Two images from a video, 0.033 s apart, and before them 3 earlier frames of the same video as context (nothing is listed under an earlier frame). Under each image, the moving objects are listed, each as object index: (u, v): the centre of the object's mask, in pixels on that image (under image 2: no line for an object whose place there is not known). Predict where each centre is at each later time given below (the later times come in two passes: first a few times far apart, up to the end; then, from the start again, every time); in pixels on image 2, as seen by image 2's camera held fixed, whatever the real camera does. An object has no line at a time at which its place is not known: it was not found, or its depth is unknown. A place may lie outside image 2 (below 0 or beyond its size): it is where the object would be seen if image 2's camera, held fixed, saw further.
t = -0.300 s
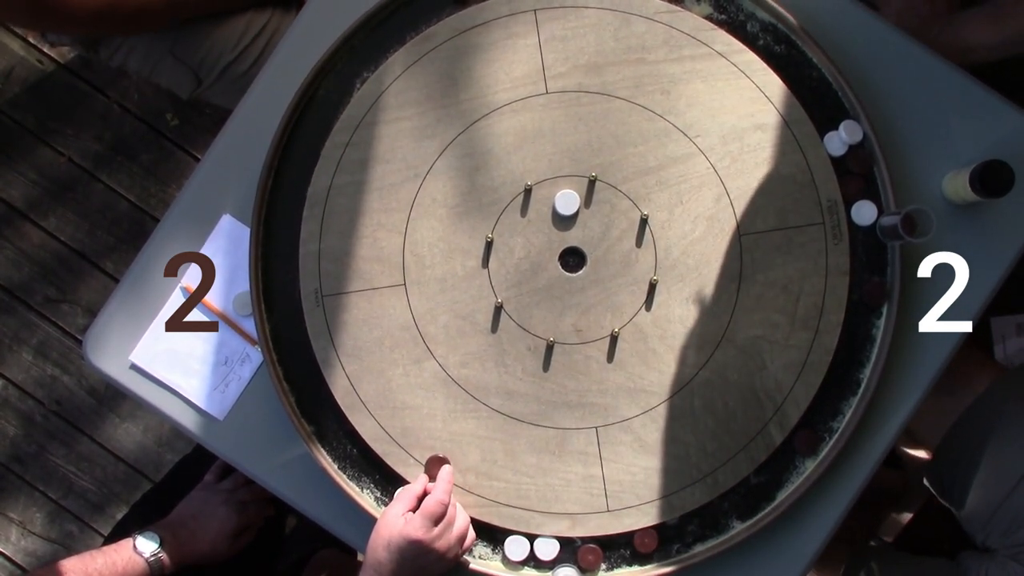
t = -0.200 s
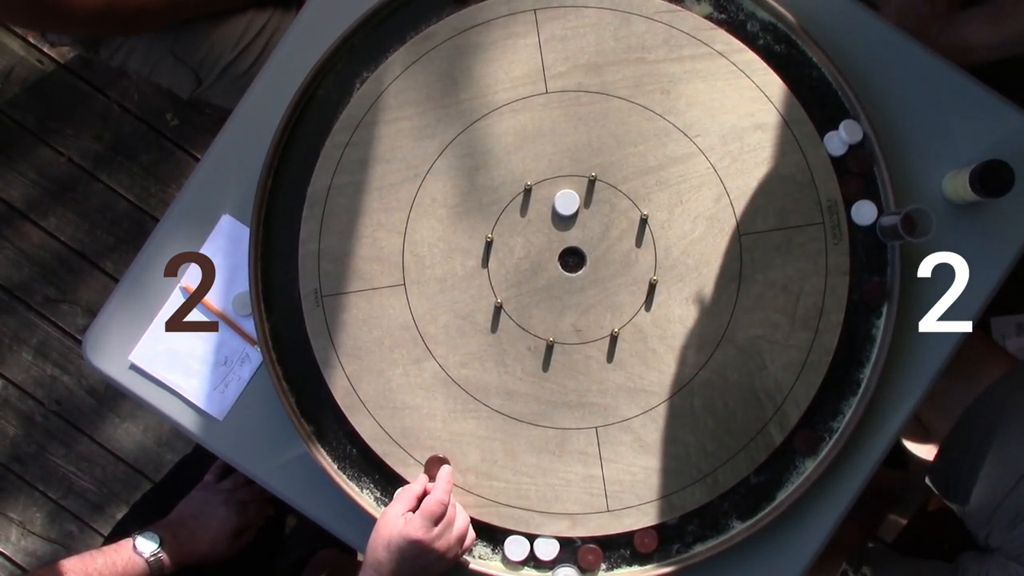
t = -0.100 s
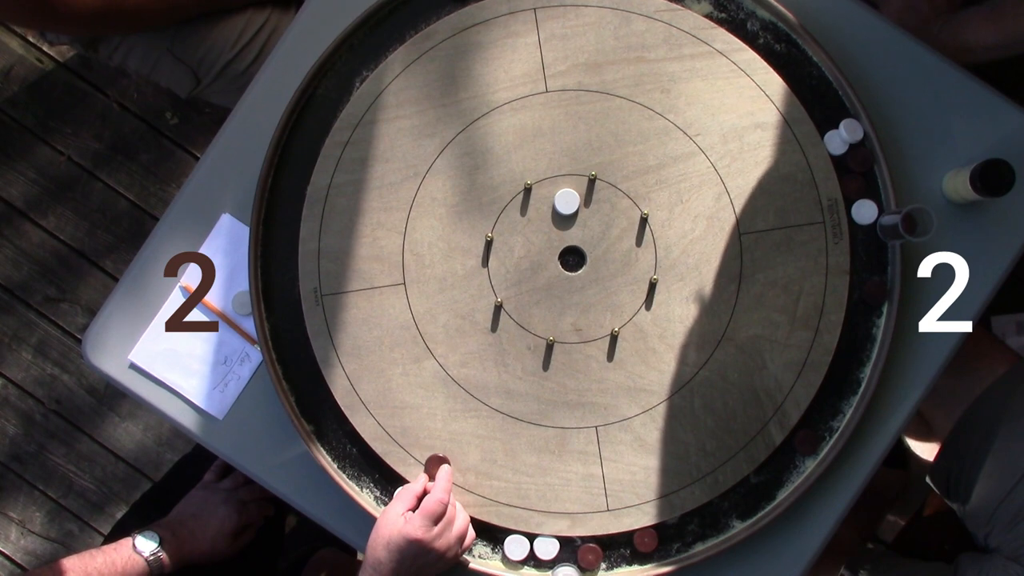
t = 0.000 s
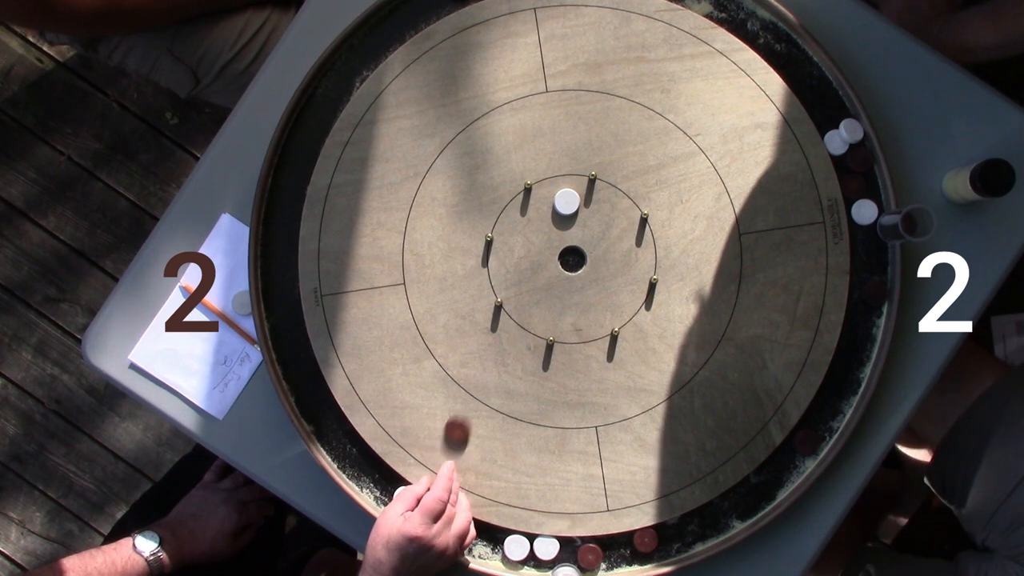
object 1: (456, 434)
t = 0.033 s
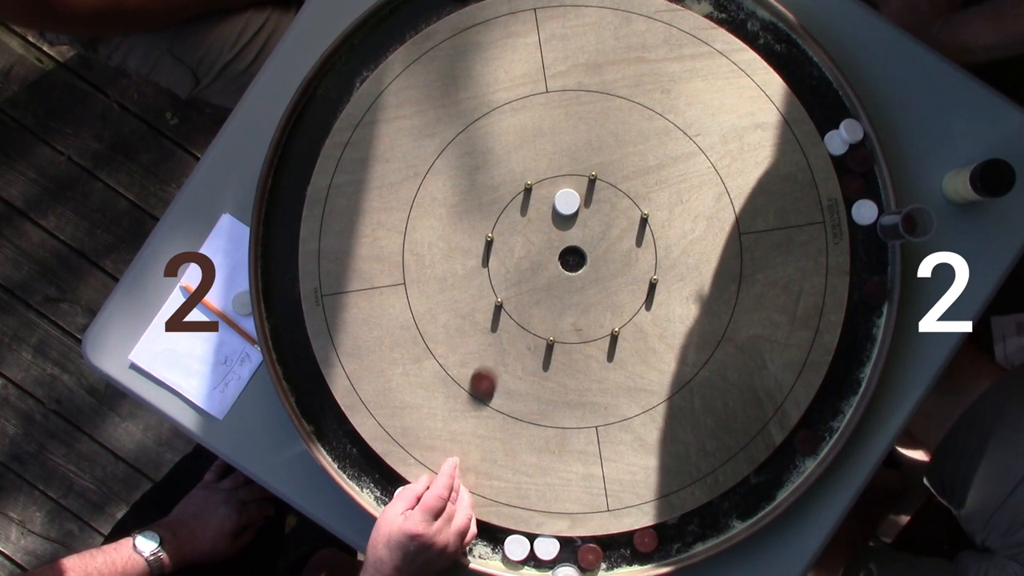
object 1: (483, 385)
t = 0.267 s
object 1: (625, 214)
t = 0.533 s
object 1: (568, 203)
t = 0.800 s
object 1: (564, 202)
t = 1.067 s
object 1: (564, 202)
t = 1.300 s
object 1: (564, 202)
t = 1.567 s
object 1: (564, 202)
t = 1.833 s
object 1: (564, 202)
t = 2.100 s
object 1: (565, 202)
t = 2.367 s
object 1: (564, 202)
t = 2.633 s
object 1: (564, 202)
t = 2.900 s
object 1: (564, 202)
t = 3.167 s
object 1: (565, 202)
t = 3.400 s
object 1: (564, 202)
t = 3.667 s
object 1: (564, 202)
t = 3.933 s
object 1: (564, 202)
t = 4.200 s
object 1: (564, 202)
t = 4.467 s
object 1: (564, 202)
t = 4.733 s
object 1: (564, 202)
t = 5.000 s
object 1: (564, 202)
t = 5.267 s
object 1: (564, 202)
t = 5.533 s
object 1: (564, 202)
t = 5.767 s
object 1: (565, 202)
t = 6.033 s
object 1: (564, 202)
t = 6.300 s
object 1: (564, 202)
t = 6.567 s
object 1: (564, 202)
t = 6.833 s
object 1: (564, 202)
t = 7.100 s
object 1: (564, 202)
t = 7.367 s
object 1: (564, 202)
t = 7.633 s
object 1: (564, 202)
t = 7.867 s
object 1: (564, 202)
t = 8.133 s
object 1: (564, 202)
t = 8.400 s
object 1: (564, 202)
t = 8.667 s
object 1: (564, 202)
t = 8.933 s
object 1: (565, 202)
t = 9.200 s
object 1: (564, 202)
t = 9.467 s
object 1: (564, 202)
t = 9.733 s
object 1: (564, 202)
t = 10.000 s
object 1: (564, 202)
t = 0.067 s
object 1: (507, 339)
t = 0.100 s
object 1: (533, 291)
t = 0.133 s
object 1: (557, 241)
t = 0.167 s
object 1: (577, 226)
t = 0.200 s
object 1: (594, 222)
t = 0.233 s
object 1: (610, 218)
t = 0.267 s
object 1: (625, 214)
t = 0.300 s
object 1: (618, 212)
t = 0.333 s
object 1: (608, 210)
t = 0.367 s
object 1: (598, 208)
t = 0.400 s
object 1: (590, 207)
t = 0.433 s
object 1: (583, 205)
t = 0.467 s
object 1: (577, 204)
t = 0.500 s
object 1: (572, 203)
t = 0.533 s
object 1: (568, 203)
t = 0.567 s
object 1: (566, 202)
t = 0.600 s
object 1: (565, 202)
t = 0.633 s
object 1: (564, 202)
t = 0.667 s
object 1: (564, 202)
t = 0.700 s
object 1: (564, 202)
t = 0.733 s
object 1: (564, 202)
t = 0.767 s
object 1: (564, 202)
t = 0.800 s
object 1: (564, 202)
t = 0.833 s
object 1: (564, 202)
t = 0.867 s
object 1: (564, 202)
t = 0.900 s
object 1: (564, 202)
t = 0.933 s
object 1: (564, 202)
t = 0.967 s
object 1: (564, 202)
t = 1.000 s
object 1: (564, 202)
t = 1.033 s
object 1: (565, 202)
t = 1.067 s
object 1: (564, 202)
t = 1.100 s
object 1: (565, 202)
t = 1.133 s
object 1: (564, 202)
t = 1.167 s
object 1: (564, 202)
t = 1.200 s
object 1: (564, 202)
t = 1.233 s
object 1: (564, 202)
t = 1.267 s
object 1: (564, 202)
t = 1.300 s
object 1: (564, 202)
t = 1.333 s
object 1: (564, 202)
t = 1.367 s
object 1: (564, 202)
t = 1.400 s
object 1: (564, 202)
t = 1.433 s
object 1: (564, 202)
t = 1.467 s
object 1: (565, 202)
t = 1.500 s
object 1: (564, 202)
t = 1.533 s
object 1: (564, 202)
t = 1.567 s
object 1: (564, 202)
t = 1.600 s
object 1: (564, 202)
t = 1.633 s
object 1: (564, 202)
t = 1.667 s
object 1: (564, 202)
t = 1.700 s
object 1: (564, 202)
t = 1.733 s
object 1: (564, 202)
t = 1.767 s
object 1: (564, 202)
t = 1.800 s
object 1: (565, 202)
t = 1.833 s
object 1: (564, 202)
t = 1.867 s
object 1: (564, 202)
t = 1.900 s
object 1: (564, 202)
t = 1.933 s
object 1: (564, 202)
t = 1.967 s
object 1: (565, 202)
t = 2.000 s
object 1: (564, 202)
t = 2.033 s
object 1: (564, 202)
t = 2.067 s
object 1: (565, 202)
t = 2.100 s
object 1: (565, 202)
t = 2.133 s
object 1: (565, 202)
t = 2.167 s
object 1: (565, 202)
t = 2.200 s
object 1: (565, 202)
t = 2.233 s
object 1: (565, 202)
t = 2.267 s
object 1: (564, 202)
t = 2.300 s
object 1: (564, 202)
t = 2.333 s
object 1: (564, 202)
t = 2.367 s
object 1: (564, 202)
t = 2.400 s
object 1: (565, 202)
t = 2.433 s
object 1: (565, 202)
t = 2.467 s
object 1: (564, 202)
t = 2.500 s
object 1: (564, 202)
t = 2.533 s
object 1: (564, 202)
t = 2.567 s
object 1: (564, 202)
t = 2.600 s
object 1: (564, 202)
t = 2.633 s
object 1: (564, 202)
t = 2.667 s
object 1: (564, 202)
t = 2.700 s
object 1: (564, 202)
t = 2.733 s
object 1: (564, 202)
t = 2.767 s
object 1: (564, 202)
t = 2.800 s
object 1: (564, 202)
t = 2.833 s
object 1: (564, 202)
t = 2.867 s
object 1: (564, 202)
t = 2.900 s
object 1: (564, 202)
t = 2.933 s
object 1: (564, 202)
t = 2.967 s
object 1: (564, 202)
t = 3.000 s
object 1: (564, 202)
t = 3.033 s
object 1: (564, 202)
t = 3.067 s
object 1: (564, 202)
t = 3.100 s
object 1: (564, 202)
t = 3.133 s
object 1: (564, 202)
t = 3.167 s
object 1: (565, 202)
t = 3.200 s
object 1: (564, 202)
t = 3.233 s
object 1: (564, 202)
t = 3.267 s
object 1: (564, 202)
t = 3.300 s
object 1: (564, 202)
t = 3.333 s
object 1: (564, 202)
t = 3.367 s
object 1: (564, 202)
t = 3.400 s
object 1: (564, 202)
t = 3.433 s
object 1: (564, 202)
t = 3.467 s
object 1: (564, 202)
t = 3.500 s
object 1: (564, 202)
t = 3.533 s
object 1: (564, 202)
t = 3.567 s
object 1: (564, 202)
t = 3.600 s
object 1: (564, 202)
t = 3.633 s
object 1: (564, 202)
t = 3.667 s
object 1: (564, 202)
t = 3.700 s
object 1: (564, 202)
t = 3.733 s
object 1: (564, 202)
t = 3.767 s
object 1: (564, 202)
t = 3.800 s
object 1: (564, 202)
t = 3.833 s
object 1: (564, 202)
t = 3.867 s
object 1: (564, 202)
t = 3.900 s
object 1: (564, 202)
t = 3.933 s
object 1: (564, 202)
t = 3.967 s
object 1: (564, 202)
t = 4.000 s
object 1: (564, 202)
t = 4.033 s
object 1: (564, 202)
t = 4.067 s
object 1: (564, 202)
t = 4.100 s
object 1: (564, 202)
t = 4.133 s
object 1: (564, 202)
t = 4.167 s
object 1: (564, 202)
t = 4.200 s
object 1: (564, 202)
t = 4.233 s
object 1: (564, 202)
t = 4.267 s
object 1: (564, 202)
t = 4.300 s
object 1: (564, 202)
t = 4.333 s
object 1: (564, 202)
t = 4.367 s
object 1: (564, 202)
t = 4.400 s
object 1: (564, 202)
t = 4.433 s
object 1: (564, 202)
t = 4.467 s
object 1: (564, 202)
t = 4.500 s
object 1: (564, 202)
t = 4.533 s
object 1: (564, 202)
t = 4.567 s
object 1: (564, 202)
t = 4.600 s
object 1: (564, 202)
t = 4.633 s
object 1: (564, 202)
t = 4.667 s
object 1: (564, 202)
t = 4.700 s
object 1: (564, 202)
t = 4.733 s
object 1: (564, 202)
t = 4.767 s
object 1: (564, 202)
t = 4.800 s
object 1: (564, 202)
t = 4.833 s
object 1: (564, 202)
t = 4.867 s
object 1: (564, 202)
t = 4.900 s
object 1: (564, 202)
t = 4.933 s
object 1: (564, 202)
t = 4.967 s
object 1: (564, 202)
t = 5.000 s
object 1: (564, 202)
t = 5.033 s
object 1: (564, 202)
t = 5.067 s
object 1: (564, 202)
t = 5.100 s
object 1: (564, 202)
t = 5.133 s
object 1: (564, 202)
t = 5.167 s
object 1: (564, 202)
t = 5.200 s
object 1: (564, 202)
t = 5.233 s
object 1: (565, 202)
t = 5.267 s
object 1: (564, 202)
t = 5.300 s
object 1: (564, 202)
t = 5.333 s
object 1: (564, 202)
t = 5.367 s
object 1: (564, 202)
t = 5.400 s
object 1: (564, 202)
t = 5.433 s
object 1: (564, 202)
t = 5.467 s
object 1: (564, 202)
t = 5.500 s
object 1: (564, 202)
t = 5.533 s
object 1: (564, 202)
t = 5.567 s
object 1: (564, 202)
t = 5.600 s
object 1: (564, 202)
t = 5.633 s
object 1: (564, 202)
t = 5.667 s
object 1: (564, 202)
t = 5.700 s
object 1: (564, 202)
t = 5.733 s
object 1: (565, 202)
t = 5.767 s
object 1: (565, 202)
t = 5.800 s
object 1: (564, 202)
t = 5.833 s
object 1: (564, 202)
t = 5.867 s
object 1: (565, 202)
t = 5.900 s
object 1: (564, 202)
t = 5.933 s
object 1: (564, 202)
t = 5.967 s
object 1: (564, 202)
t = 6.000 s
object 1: (564, 202)
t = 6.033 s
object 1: (564, 202)
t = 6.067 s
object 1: (564, 202)
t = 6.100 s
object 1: (564, 202)
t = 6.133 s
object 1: (564, 202)
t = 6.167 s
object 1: (564, 202)
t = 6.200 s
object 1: (564, 202)
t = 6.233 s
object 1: (564, 202)
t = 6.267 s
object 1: (564, 202)
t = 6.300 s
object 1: (564, 202)
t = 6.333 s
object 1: (564, 202)
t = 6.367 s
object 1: (564, 202)
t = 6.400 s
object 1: (564, 202)
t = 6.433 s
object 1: (564, 202)
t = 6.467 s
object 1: (564, 202)
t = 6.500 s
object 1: (564, 202)
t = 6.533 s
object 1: (564, 202)
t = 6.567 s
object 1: (564, 202)
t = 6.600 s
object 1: (564, 202)
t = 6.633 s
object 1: (564, 202)
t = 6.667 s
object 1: (564, 202)
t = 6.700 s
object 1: (564, 202)
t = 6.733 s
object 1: (564, 202)
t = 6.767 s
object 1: (564, 202)
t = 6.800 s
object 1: (564, 202)
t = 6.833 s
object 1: (564, 202)
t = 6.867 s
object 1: (564, 202)
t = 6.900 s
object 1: (564, 202)
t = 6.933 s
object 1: (564, 202)
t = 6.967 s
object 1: (564, 202)
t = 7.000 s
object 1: (564, 202)
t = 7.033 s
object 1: (564, 202)
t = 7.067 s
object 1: (564, 202)
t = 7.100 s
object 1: (564, 202)
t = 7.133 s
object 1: (564, 202)
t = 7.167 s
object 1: (564, 202)
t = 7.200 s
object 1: (564, 202)
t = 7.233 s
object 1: (564, 202)
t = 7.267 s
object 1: (564, 202)
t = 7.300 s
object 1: (564, 202)
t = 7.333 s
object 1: (564, 202)
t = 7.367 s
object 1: (564, 202)
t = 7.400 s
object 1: (564, 202)
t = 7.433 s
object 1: (564, 202)
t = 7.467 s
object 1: (564, 202)
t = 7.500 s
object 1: (564, 202)
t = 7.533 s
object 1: (564, 202)
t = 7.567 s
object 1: (564, 202)
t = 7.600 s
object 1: (564, 202)
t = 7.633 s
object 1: (564, 202)
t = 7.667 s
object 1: (564, 202)
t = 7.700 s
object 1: (565, 202)
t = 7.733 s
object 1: (564, 202)
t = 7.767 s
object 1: (564, 202)
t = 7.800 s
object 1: (564, 202)
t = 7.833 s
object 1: (564, 202)
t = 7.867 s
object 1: (564, 202)
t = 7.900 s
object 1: (564, 202)
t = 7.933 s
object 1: (564, 202)
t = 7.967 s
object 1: (564, 202)
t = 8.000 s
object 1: (565, 202)
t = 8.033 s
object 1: (565, 202)
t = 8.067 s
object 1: (564, 202)
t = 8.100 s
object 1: (565, 202)
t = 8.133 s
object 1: (564, 202)
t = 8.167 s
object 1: (564, 202)
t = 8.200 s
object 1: (564, 202)
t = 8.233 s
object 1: (564, 202)
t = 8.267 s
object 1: (564, 202)
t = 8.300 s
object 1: (564, 202)
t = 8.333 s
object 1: (564, 202)
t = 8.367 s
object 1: (564, 202)
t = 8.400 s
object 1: (564, 202)
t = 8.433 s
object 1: (564, 202)
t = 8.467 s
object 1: (564, 202)
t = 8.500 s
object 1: (564, 202)
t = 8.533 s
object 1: (564, 202)
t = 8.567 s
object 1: (564, 202)
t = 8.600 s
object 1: (564, 202)
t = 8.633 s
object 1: (564, 202)
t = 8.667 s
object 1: (564, 202)
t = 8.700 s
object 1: (564, 202)
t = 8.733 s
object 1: (564, 202)
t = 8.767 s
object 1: (564, 202)
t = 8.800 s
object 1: (564, 202)
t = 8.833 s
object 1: (564, 202)
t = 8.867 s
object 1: (564, 202)
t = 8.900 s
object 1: (564, 202)
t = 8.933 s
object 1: (565, 202)
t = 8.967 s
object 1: (564, 202)
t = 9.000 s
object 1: (564, 202)
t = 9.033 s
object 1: (564, 202)
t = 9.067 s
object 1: (565, 202)
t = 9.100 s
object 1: (564, 202)
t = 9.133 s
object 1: (564, 202)
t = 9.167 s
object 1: (564, 202)
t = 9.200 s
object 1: (564, 202)
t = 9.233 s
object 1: (564, 202)
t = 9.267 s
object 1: (564, 202)
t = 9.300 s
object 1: (564, 202)
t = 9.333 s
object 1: (564, 202)
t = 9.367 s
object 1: (564, 202)
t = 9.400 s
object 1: (564, 202)
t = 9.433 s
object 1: (565, 202)
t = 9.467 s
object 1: (564, 202)
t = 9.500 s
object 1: (564, 202)
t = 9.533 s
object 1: (565, 202)
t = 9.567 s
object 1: (564, 202)
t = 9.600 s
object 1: (565, 202)
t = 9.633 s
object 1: (564, 202)
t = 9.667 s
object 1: (564, 202)
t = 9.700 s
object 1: (564, 202)
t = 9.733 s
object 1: (564, 202)
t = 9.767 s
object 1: (564, 202)
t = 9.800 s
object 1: (564, 202)
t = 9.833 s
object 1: (564, 202)
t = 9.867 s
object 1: (564, 202)
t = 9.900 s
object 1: (564, 202)
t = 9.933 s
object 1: (564, 202)
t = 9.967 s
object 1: (564, 202)
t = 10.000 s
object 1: (564, 202)
